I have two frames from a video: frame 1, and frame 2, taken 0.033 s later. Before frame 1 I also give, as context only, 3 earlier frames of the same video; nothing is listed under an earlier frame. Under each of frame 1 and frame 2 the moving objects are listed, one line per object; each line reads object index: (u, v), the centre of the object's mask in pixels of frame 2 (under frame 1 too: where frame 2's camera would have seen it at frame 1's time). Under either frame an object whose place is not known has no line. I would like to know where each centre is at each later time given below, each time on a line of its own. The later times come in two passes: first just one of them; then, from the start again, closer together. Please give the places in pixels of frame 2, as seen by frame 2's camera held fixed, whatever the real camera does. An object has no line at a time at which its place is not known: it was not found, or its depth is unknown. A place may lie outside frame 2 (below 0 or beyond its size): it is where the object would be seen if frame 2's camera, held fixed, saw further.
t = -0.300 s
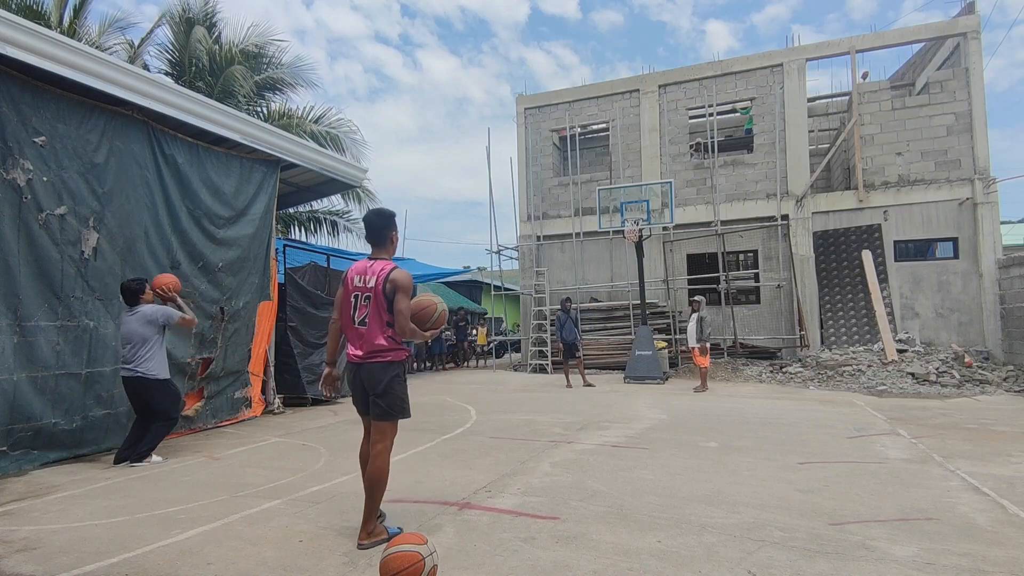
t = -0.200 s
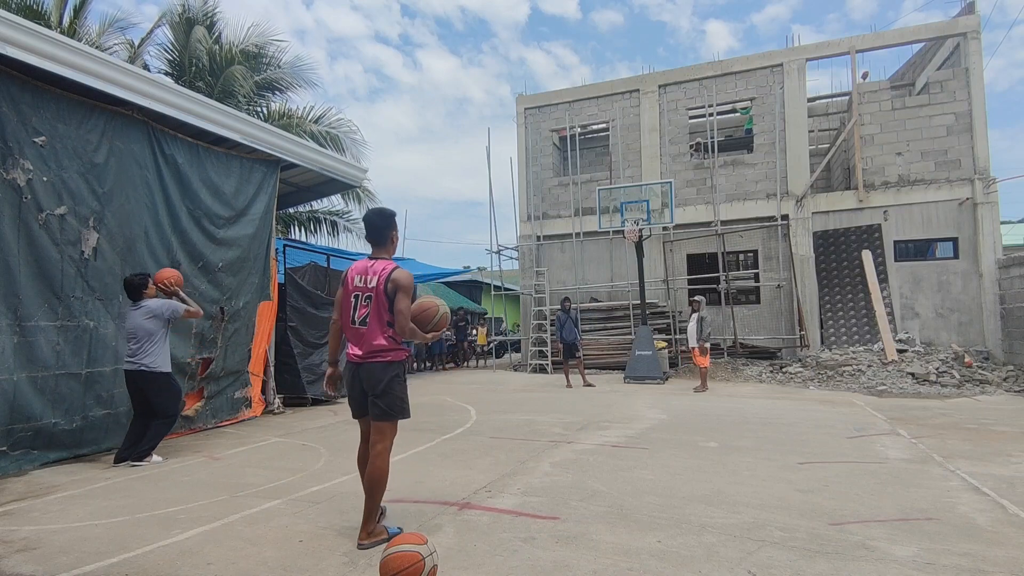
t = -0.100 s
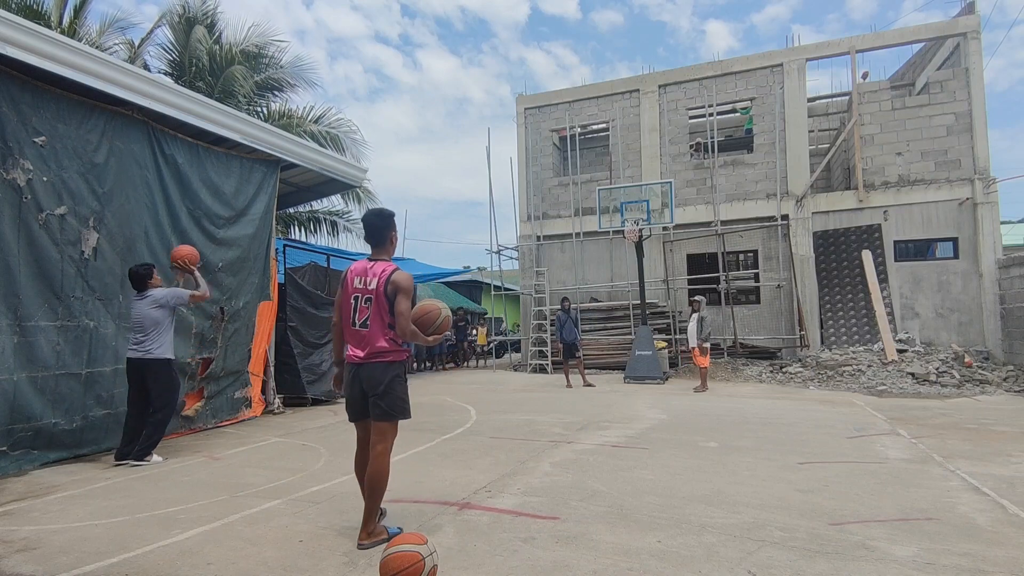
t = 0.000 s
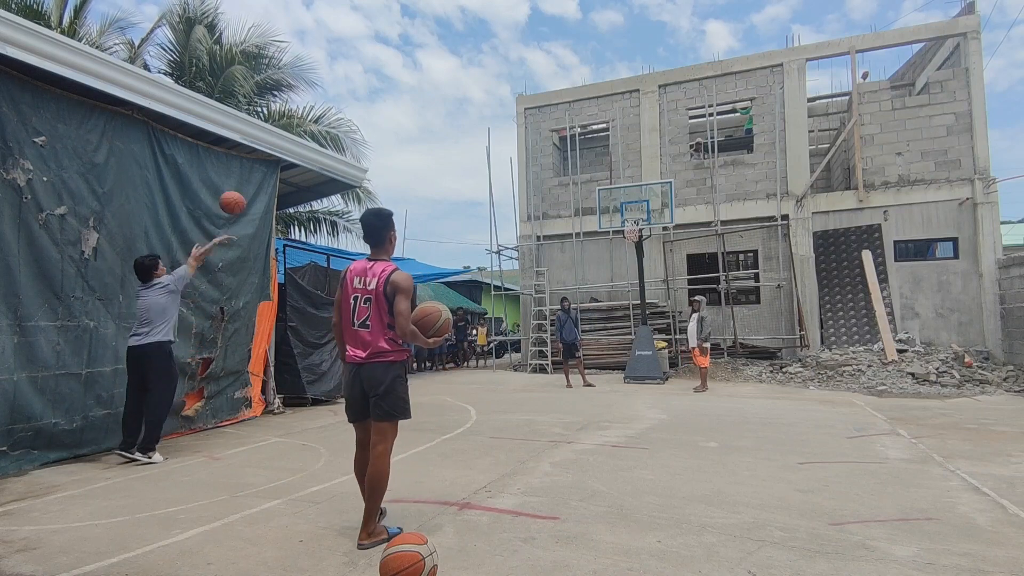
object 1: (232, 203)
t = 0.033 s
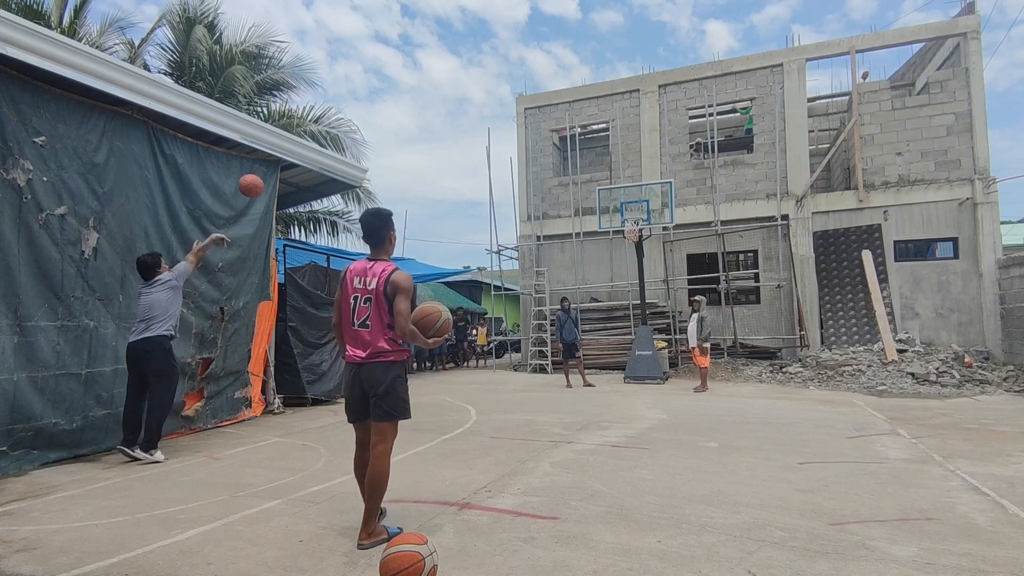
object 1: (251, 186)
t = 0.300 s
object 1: (376, 103)
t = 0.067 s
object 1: (269, 171)
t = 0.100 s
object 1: (287, 158)
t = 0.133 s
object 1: (302, 144)
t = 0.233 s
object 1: (348, 116)
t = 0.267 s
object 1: (362, 109)
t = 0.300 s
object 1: (376, 103)
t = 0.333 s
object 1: (389, 98)
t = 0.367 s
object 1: (401, 94)
